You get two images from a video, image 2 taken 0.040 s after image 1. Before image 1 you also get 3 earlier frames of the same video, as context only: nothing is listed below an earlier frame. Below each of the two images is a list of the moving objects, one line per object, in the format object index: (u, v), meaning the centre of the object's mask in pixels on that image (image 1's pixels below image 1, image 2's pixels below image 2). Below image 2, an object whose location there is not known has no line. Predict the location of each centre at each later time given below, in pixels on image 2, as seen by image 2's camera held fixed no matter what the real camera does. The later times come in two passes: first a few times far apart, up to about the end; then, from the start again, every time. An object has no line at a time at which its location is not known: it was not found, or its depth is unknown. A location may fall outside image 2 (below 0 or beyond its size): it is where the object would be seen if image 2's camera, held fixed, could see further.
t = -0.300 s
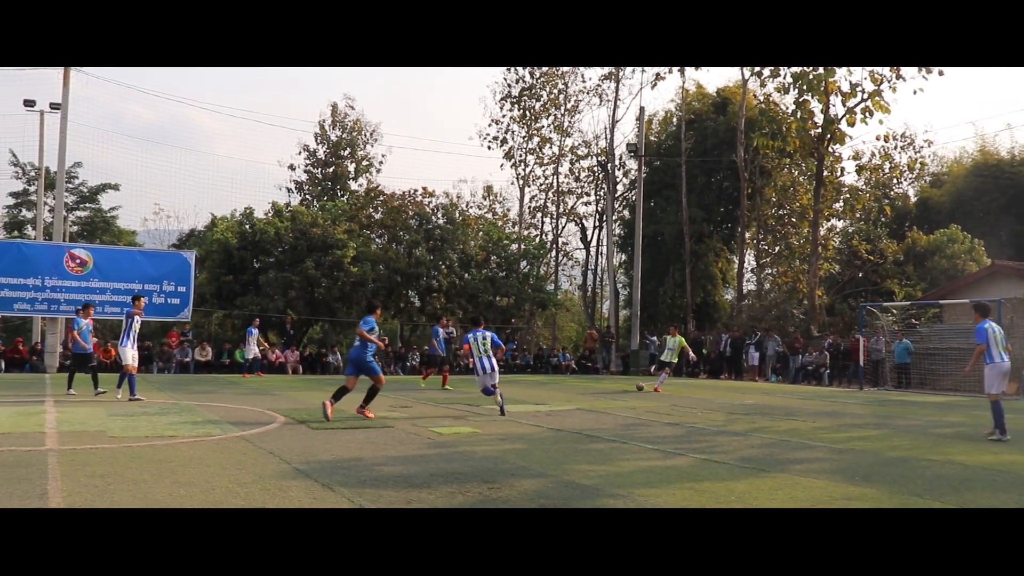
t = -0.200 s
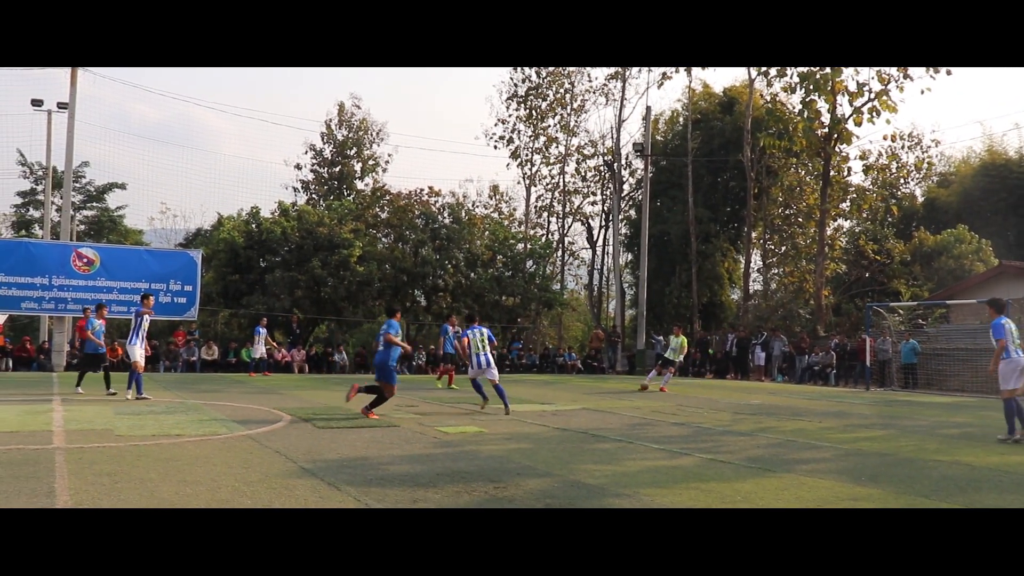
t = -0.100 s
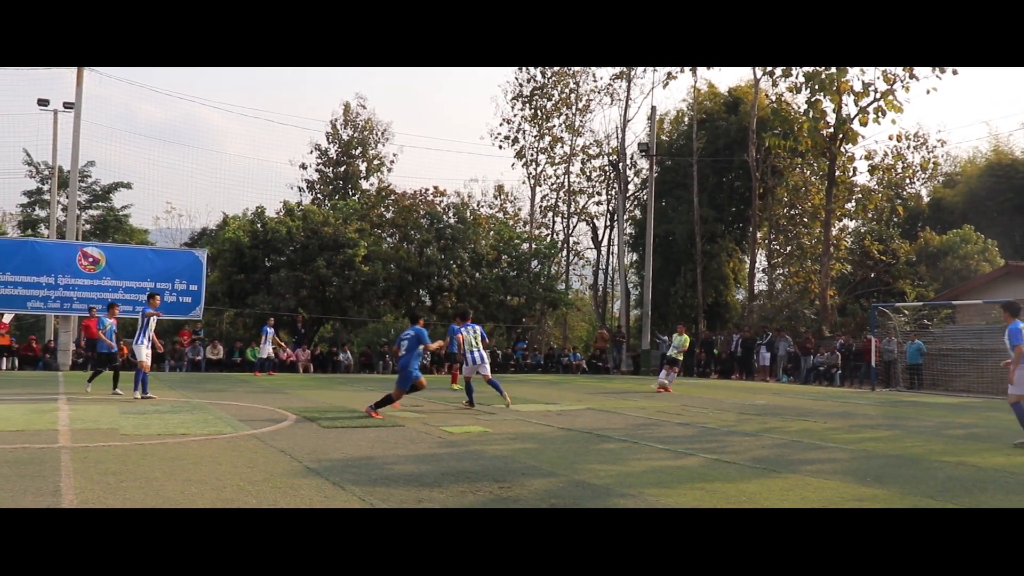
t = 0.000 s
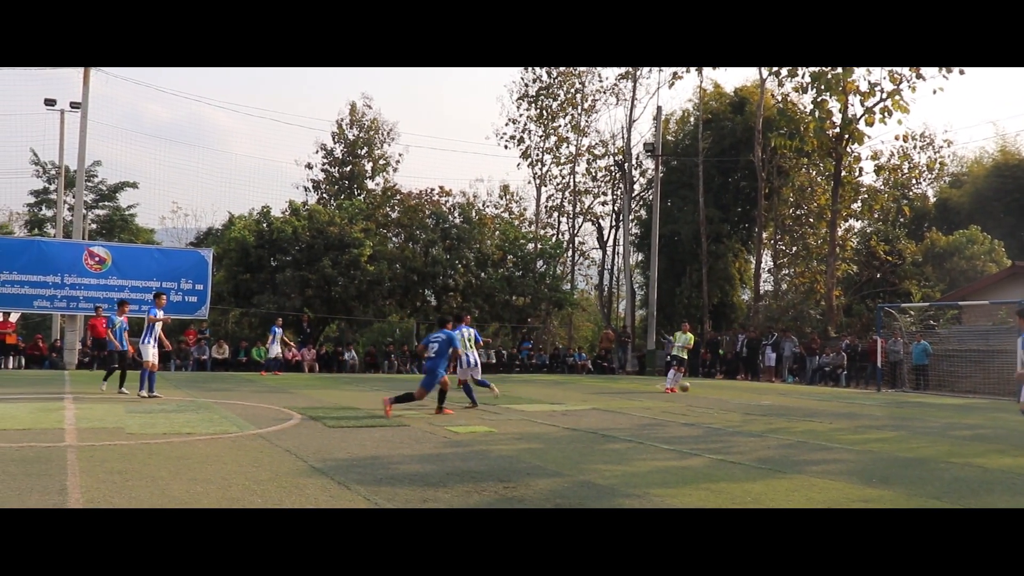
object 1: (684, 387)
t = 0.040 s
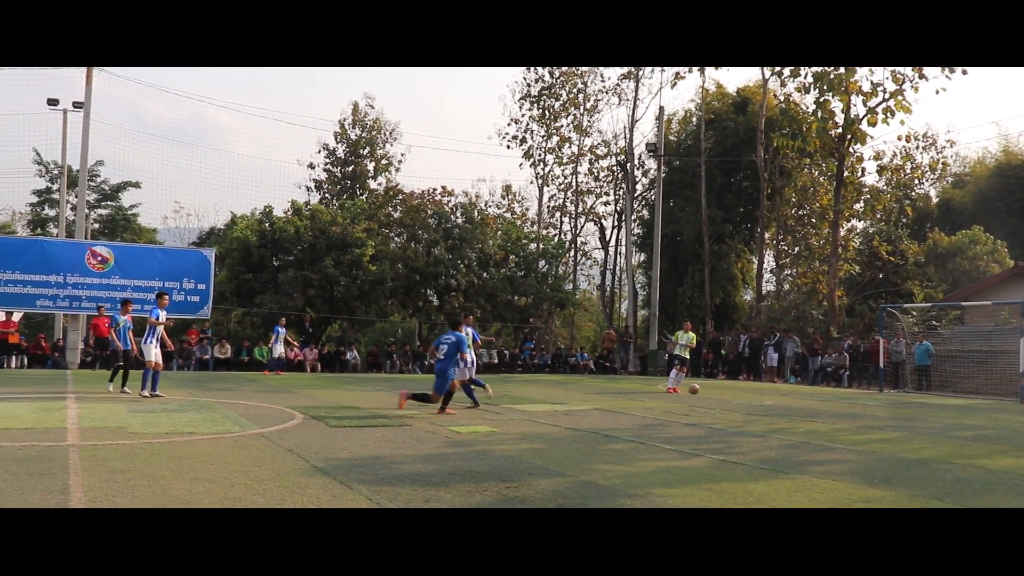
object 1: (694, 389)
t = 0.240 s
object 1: (737, 409)
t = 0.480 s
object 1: (802, 428)
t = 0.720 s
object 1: (888, 453)
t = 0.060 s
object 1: (698, 391)
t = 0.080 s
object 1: (701, 392)
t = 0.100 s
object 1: (705, 394)
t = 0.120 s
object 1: (710, 397)
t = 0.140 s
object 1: (714, 399)
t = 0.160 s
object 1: (718, 402)
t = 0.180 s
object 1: (723, 405)
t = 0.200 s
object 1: (728, 407)
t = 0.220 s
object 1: (733, 408)
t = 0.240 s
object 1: (737, 409)
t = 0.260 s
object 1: (742, 410)
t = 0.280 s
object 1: (747, 411)
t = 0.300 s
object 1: (752, 412)
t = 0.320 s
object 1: (757, 414)
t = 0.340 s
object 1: (762, 416)
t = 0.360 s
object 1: (767, 419)
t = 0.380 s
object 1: (773, 420)
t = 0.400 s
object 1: (778, 421)
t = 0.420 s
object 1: (784, 422)
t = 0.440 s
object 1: (790, 424)
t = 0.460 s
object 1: (796, 426)
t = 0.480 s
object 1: (802, 428)
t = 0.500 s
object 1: (808, 429)
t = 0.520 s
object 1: (815, 430)
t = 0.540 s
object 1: (821, 431)
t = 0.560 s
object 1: (828, 434)
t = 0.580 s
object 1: (836, 436)
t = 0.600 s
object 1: (843, 439)
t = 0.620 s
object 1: (850, 442)
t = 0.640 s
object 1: (858, 445)
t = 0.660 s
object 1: (865, 446)
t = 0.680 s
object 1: (873, 448)
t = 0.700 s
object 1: (881, 451)
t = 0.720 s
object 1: (888, 453)
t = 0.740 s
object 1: (896, 455)
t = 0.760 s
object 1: (904, 456)
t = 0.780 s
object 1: (912, 457)
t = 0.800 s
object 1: (921, 460)
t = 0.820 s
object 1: (930, 463)
